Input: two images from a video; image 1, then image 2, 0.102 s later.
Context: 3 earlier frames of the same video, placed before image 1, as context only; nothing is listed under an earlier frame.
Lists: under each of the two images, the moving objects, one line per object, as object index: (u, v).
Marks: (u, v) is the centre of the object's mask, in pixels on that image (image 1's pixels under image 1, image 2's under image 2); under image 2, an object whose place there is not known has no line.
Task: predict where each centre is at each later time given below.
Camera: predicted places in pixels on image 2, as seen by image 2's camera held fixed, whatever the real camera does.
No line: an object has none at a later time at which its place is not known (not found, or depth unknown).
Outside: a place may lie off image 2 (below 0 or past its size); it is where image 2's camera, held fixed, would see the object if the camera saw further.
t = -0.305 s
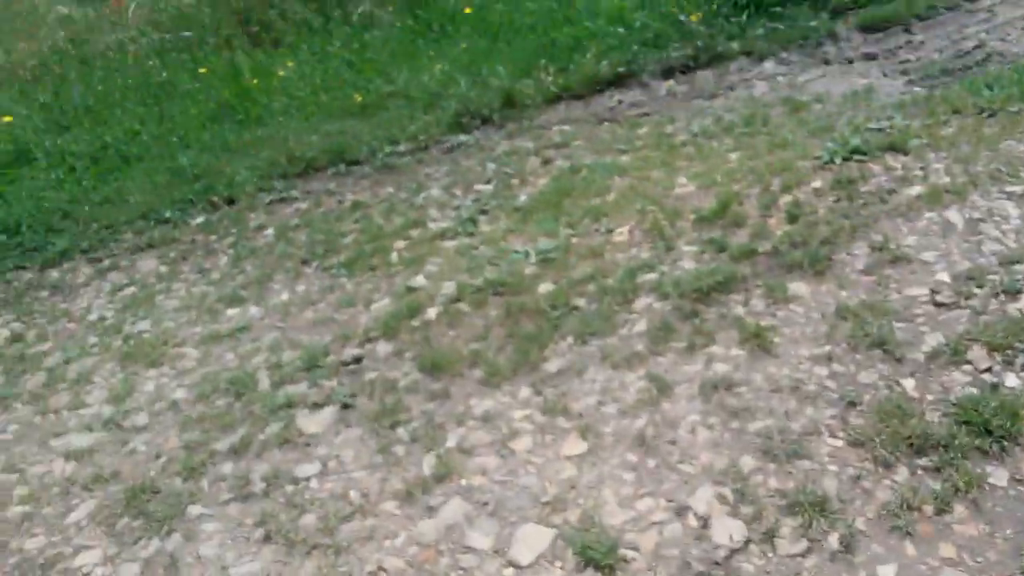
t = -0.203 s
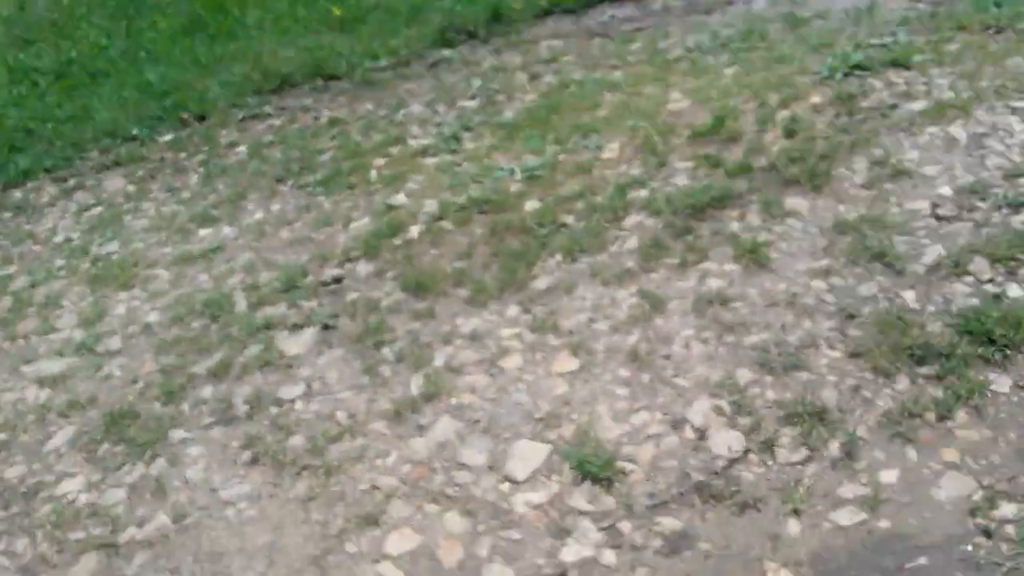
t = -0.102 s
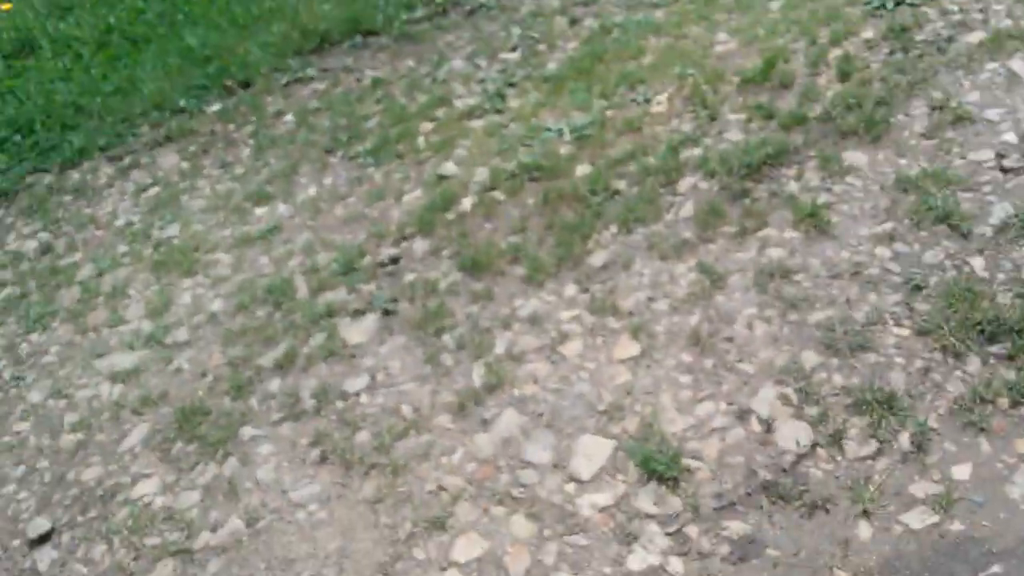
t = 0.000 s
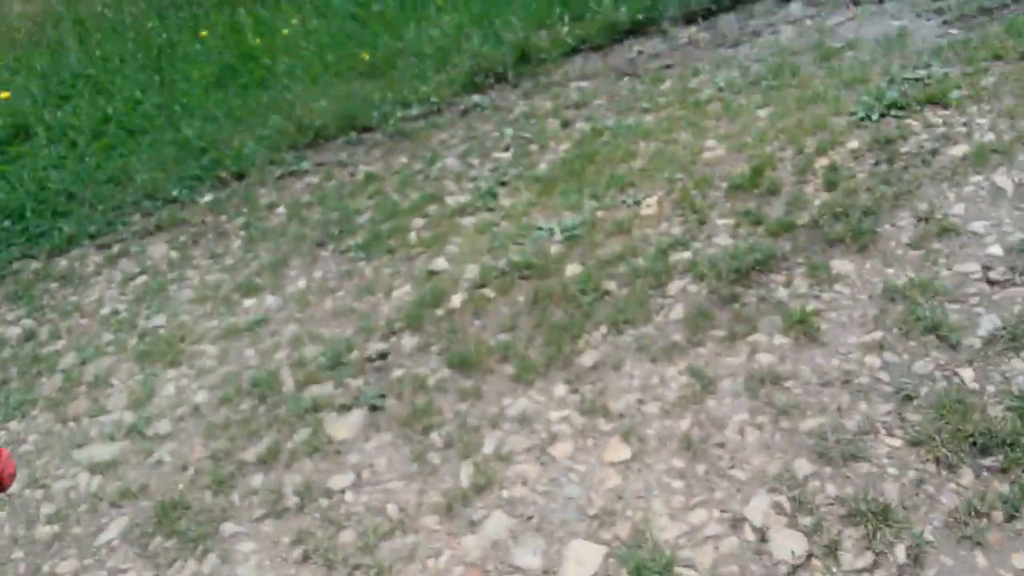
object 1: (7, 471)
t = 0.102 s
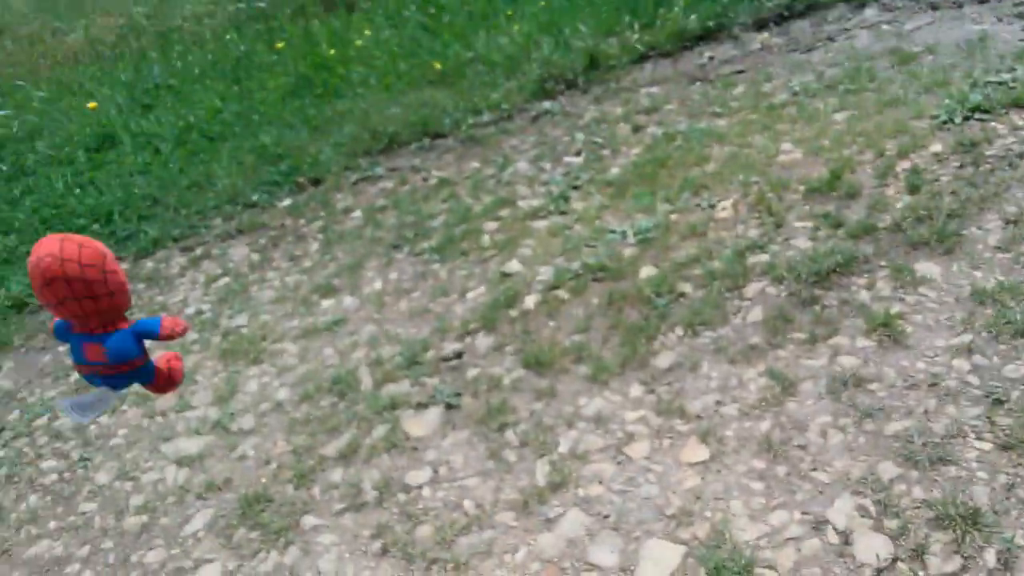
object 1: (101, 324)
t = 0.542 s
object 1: (338, 316)
